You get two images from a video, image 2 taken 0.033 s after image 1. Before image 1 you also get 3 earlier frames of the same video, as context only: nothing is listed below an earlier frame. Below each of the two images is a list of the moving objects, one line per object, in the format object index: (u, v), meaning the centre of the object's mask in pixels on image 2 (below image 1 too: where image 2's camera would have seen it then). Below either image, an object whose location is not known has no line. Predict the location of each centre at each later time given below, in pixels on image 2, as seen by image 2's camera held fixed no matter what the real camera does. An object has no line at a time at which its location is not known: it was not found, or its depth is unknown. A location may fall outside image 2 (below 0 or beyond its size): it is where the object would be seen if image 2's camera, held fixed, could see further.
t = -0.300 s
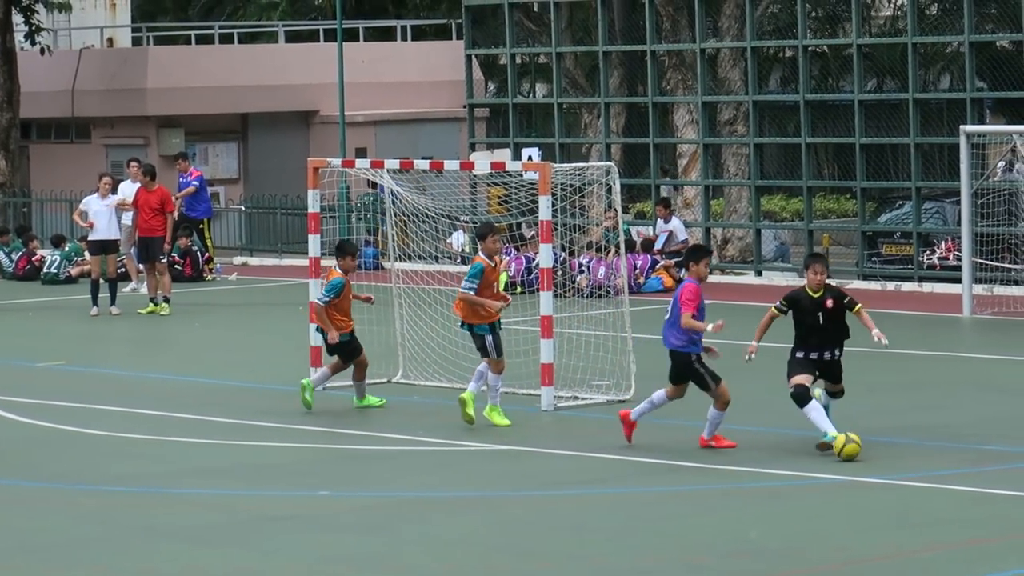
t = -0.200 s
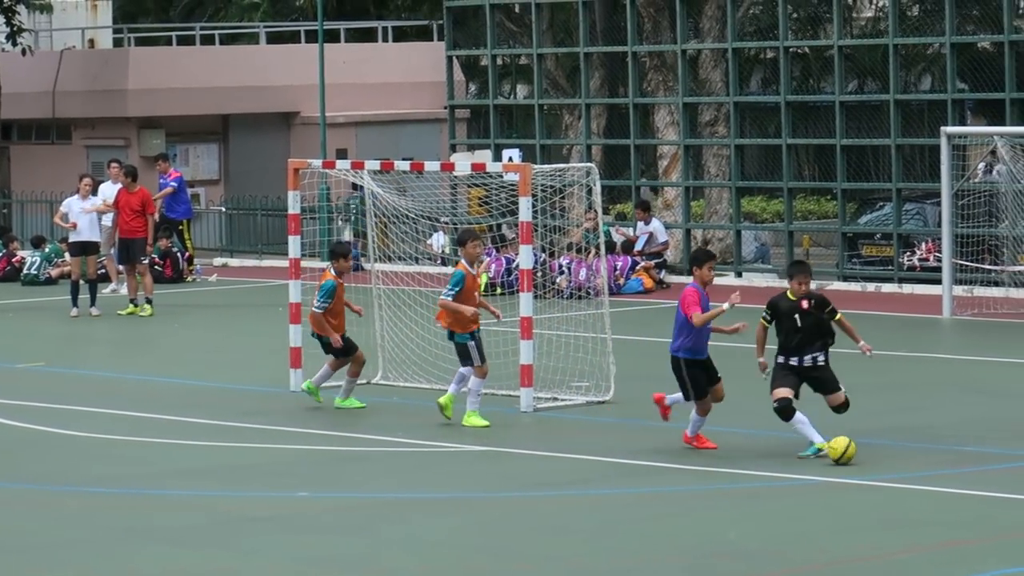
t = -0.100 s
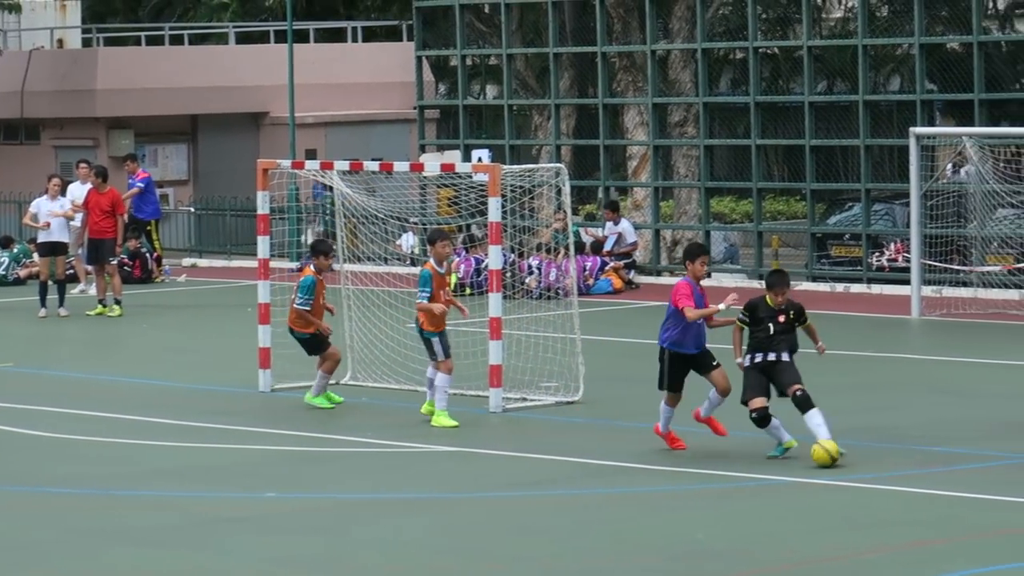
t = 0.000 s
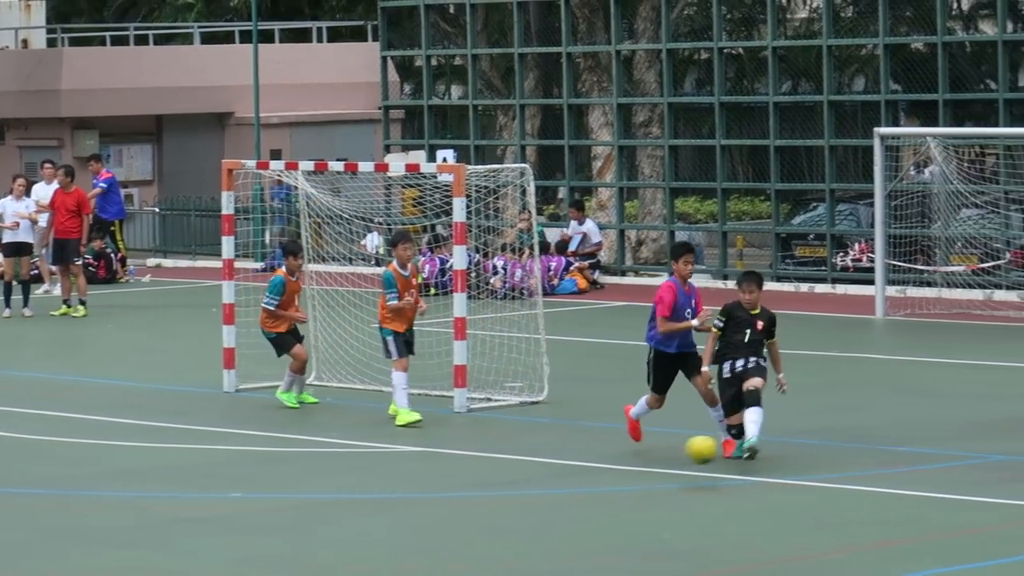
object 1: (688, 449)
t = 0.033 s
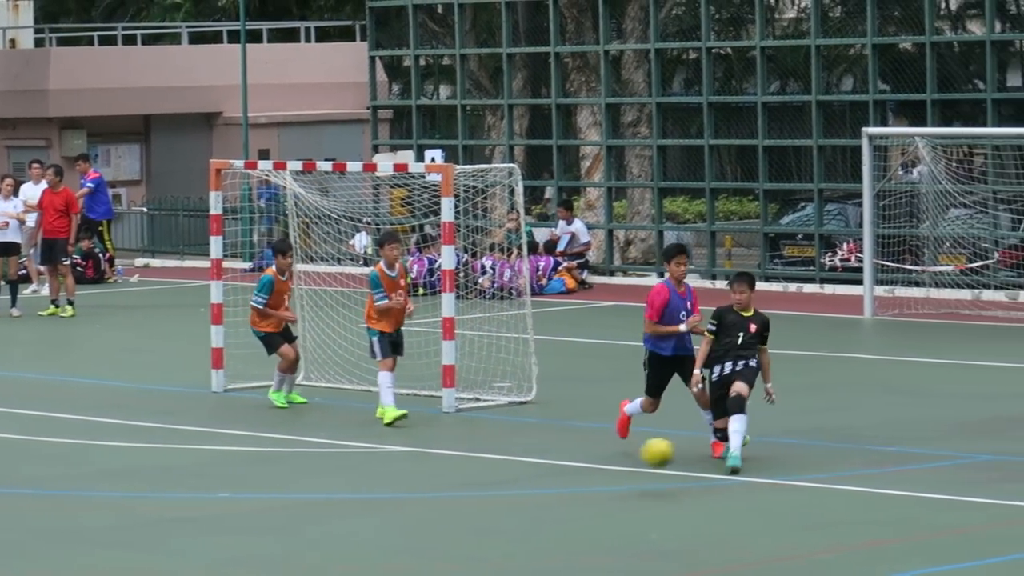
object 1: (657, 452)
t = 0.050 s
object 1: (640, 454)
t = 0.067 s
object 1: (624, 457)
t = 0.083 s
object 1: (608, 459)
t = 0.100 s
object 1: (591, 463)
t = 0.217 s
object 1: (462, 504)
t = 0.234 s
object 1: (440, 512)
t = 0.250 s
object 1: (419, 520)
